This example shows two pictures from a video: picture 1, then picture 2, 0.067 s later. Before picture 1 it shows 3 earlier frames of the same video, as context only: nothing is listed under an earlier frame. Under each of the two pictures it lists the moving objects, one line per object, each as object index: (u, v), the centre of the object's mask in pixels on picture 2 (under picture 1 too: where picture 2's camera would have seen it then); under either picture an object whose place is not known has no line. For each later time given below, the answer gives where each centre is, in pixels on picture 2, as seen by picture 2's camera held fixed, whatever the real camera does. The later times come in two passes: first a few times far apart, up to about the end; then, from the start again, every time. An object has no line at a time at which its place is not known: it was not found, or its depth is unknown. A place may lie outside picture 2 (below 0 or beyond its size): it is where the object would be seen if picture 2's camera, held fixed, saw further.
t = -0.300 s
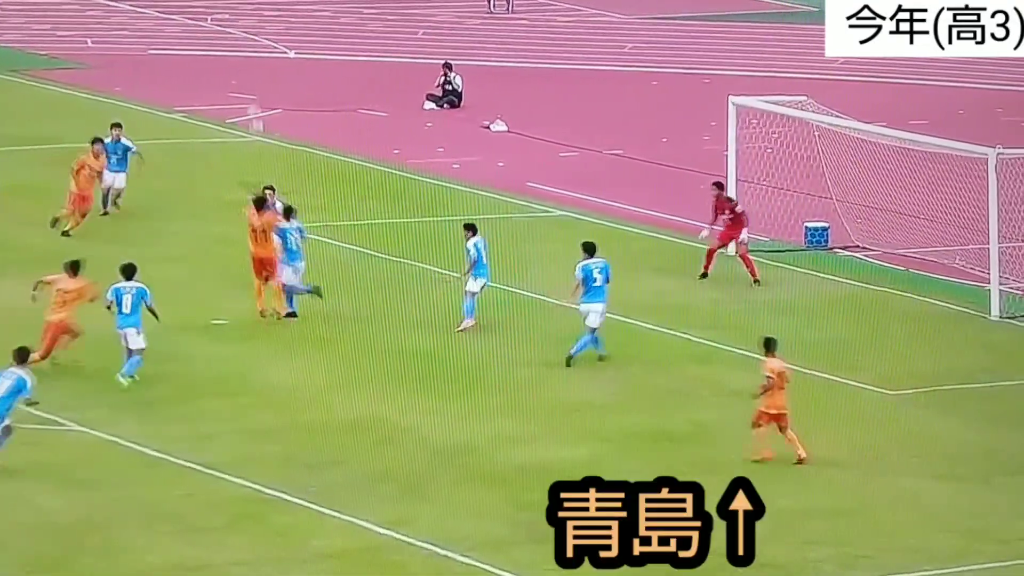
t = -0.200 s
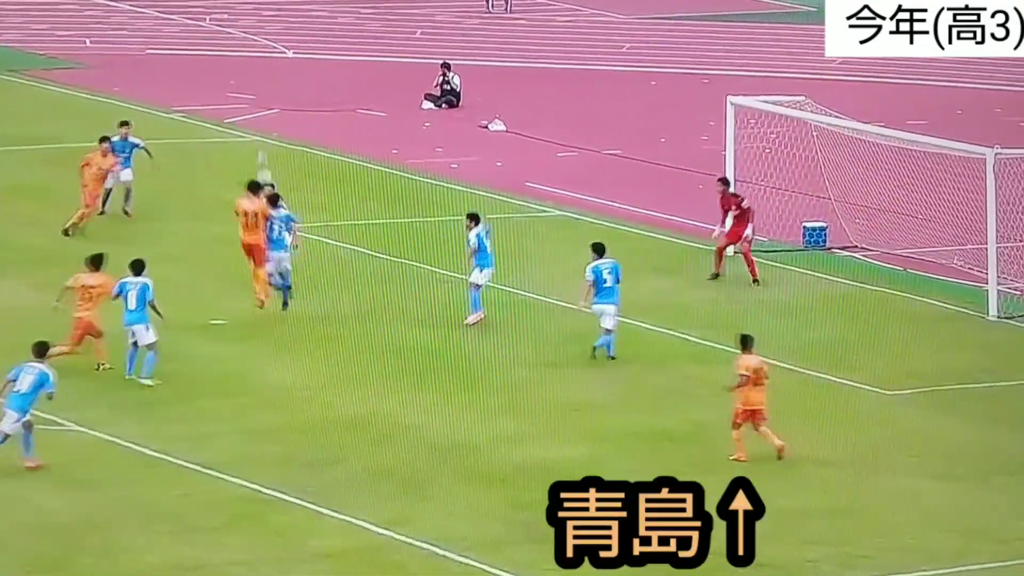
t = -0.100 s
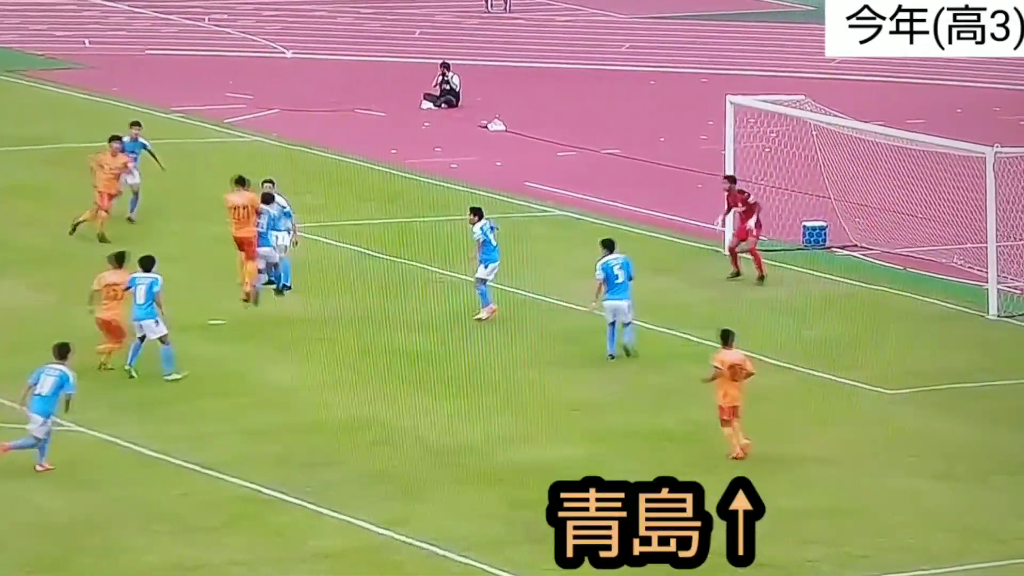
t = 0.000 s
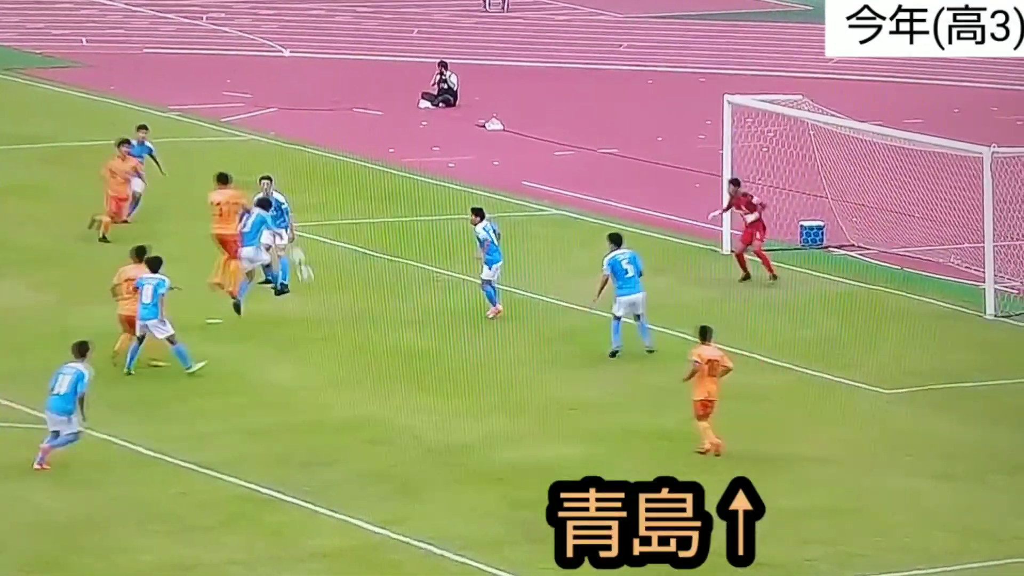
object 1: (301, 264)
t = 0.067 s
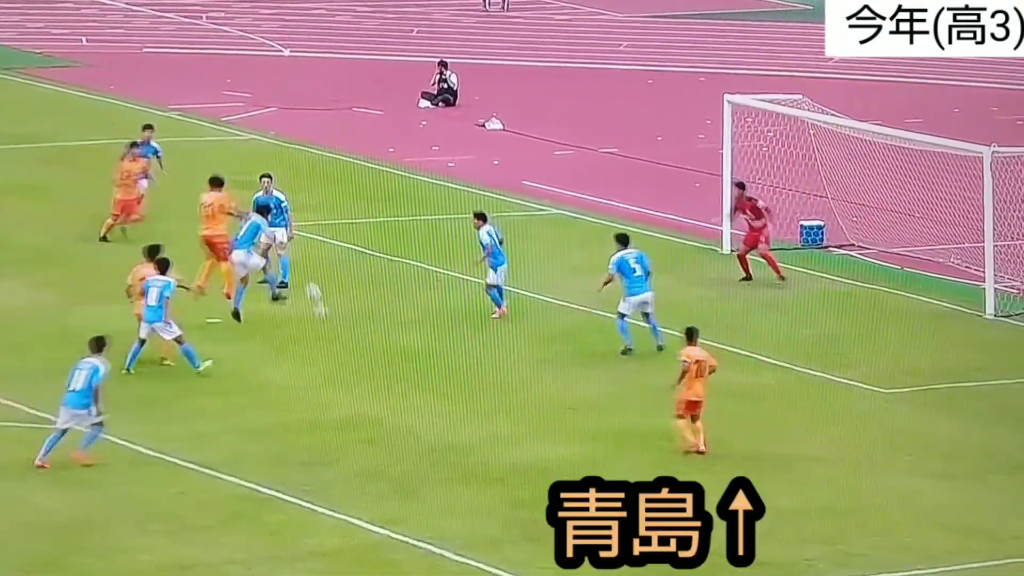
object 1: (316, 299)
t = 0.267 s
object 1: (355, 301)
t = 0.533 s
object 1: (403, 277)
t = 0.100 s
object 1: (324, 319)
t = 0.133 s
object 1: (332, 329)
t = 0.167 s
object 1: (338, 324)
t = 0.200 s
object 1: (345, 315)
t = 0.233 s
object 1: (350, 309)
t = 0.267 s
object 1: (355, 301)
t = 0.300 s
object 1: (362, 296)
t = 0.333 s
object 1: (369, 291)
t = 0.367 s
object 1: (375, 286)
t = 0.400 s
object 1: (380, 283)
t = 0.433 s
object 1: (386, 281)
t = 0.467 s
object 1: (392, 279)
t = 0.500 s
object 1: (398, 277)
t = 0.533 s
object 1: (403, 277)
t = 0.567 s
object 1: (410, 278)
